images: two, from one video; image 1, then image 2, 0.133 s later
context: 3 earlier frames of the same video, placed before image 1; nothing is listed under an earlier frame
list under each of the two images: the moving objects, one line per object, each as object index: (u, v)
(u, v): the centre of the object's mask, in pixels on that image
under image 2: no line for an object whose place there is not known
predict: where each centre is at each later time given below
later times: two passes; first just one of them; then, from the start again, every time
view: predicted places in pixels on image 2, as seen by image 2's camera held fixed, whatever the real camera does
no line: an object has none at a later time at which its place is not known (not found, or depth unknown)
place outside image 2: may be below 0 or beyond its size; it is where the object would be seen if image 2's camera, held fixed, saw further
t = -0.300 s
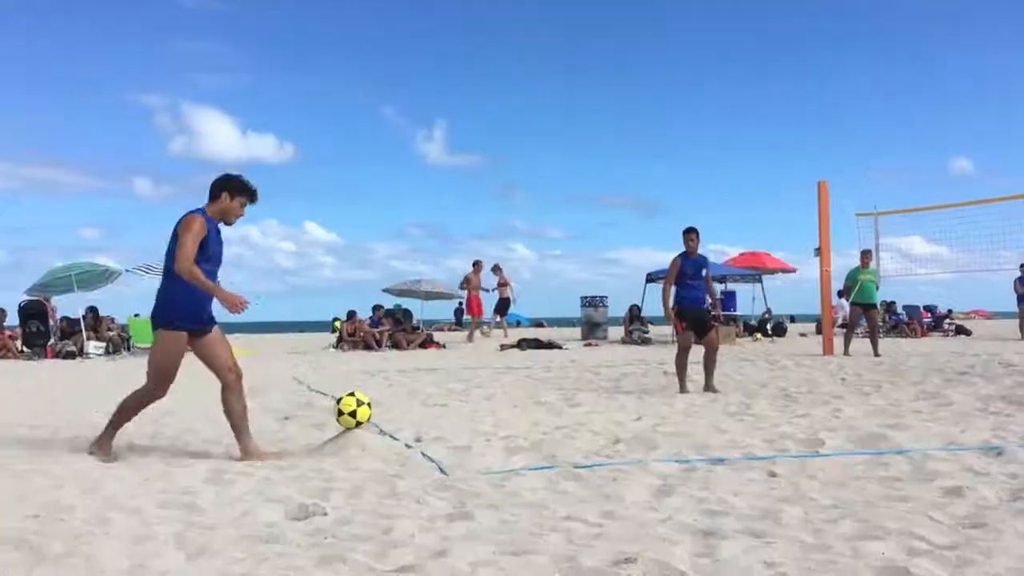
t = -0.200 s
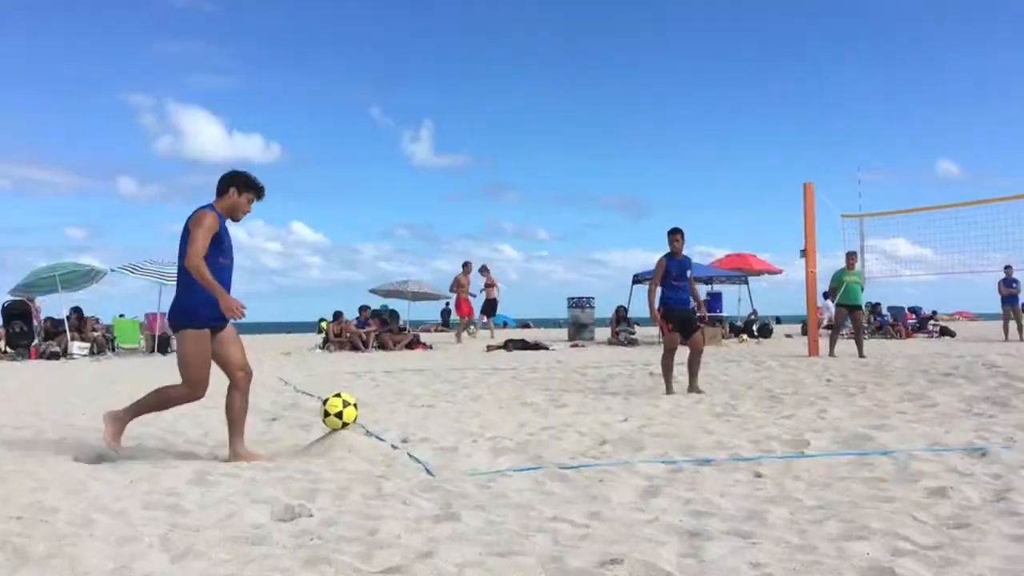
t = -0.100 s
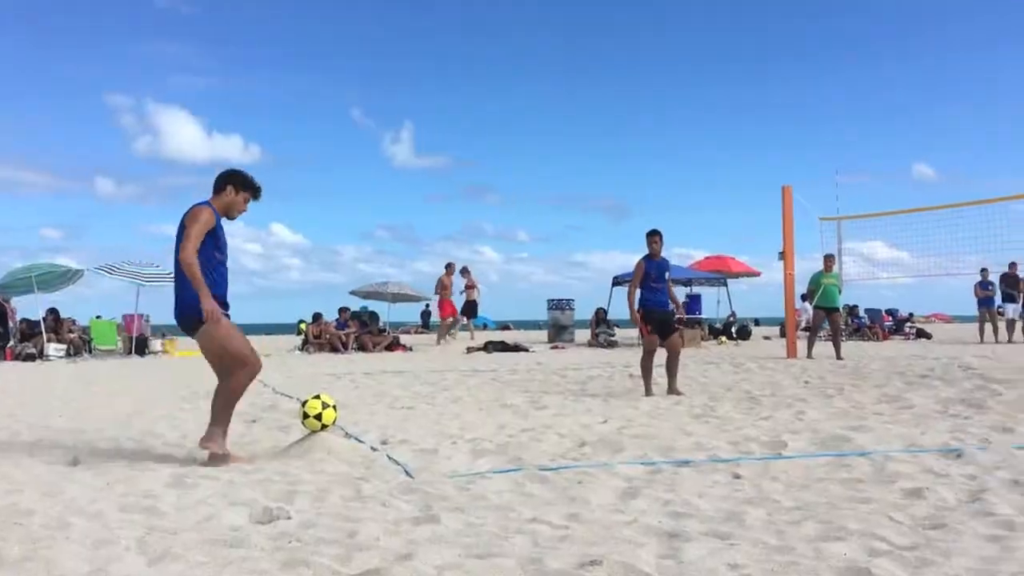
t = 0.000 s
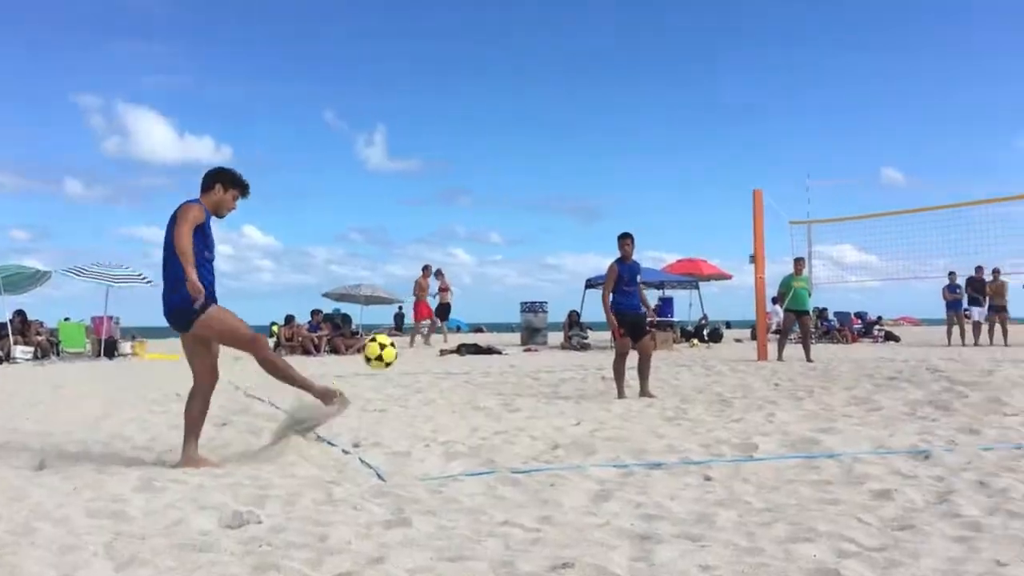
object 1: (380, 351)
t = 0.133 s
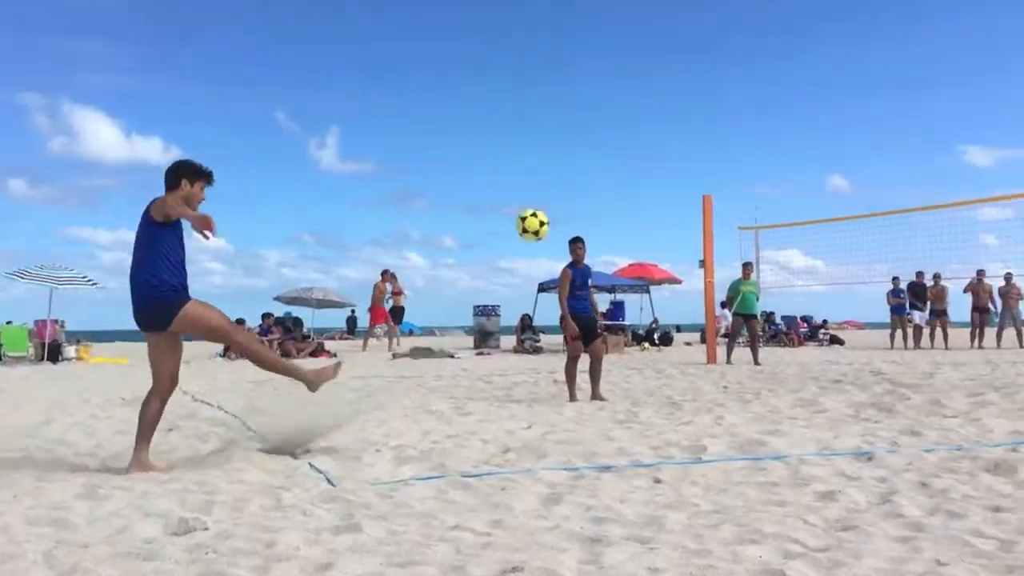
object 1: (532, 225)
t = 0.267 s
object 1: (690, 147)
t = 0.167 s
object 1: (575, 201)
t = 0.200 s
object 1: (615, 180)
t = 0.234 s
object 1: (653, 161)
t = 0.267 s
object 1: (690, 147)
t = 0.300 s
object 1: (724, 134)
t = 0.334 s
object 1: (756, 123)
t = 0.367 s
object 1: (786, 115)
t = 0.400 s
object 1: (815, 107)
